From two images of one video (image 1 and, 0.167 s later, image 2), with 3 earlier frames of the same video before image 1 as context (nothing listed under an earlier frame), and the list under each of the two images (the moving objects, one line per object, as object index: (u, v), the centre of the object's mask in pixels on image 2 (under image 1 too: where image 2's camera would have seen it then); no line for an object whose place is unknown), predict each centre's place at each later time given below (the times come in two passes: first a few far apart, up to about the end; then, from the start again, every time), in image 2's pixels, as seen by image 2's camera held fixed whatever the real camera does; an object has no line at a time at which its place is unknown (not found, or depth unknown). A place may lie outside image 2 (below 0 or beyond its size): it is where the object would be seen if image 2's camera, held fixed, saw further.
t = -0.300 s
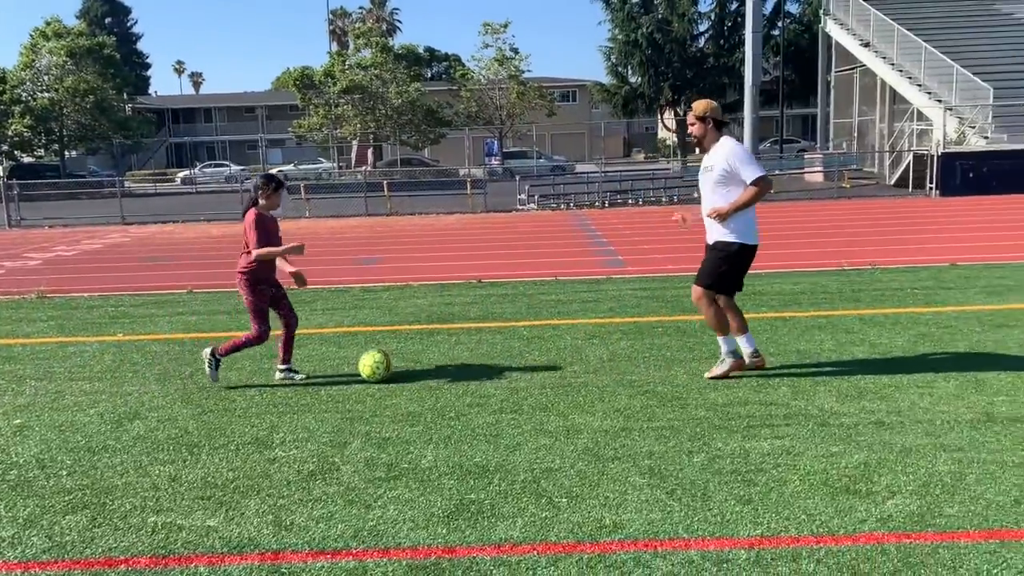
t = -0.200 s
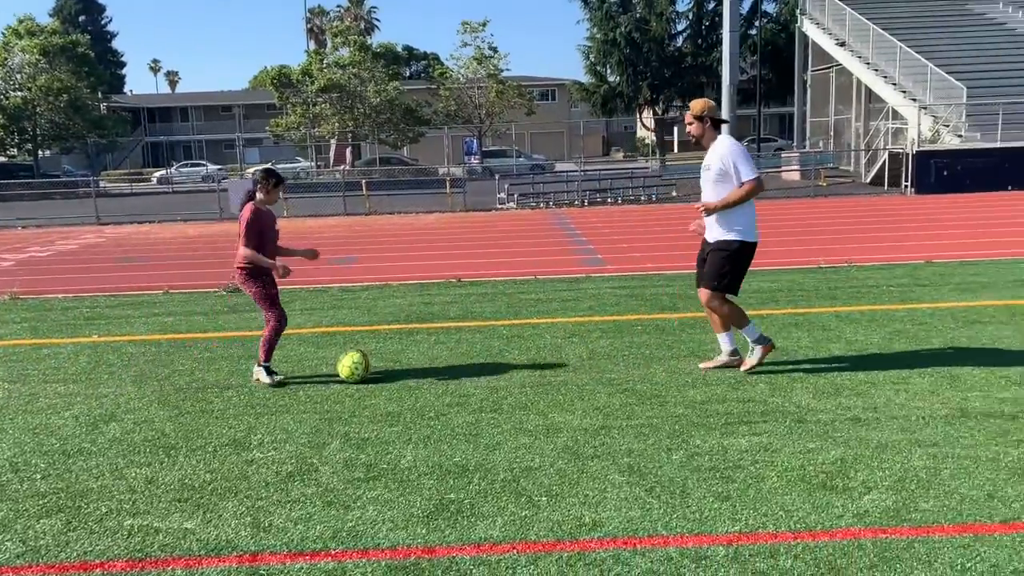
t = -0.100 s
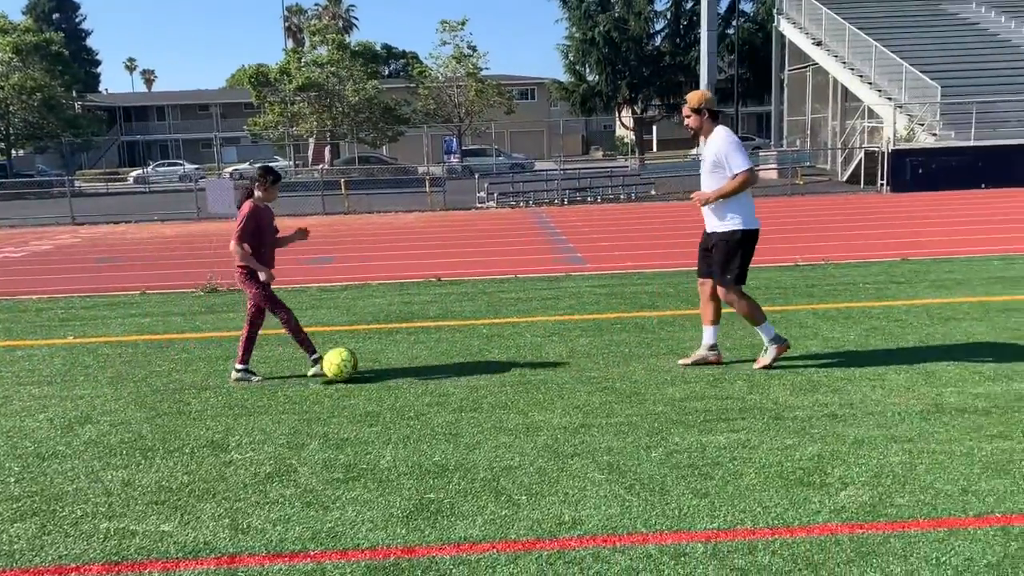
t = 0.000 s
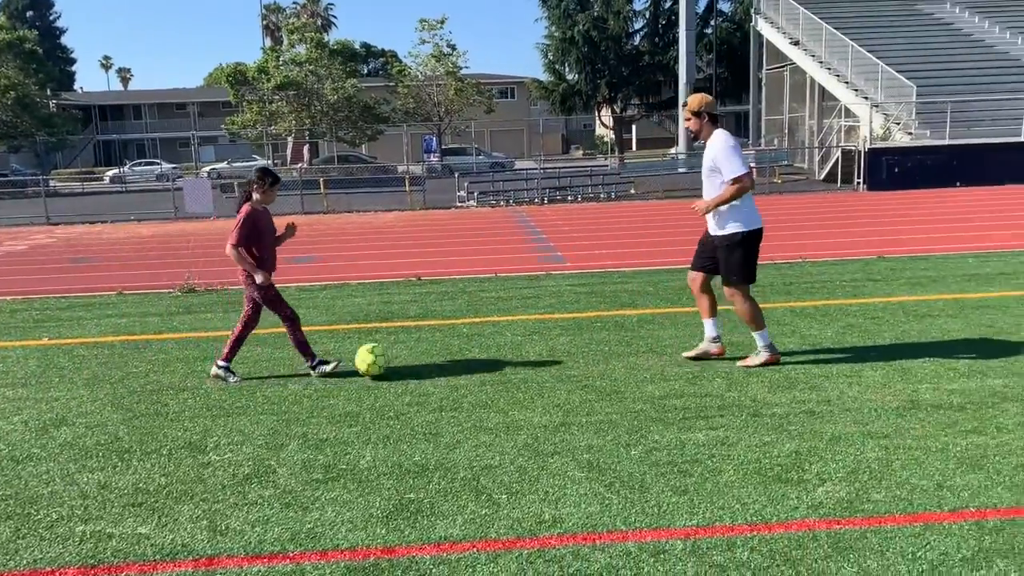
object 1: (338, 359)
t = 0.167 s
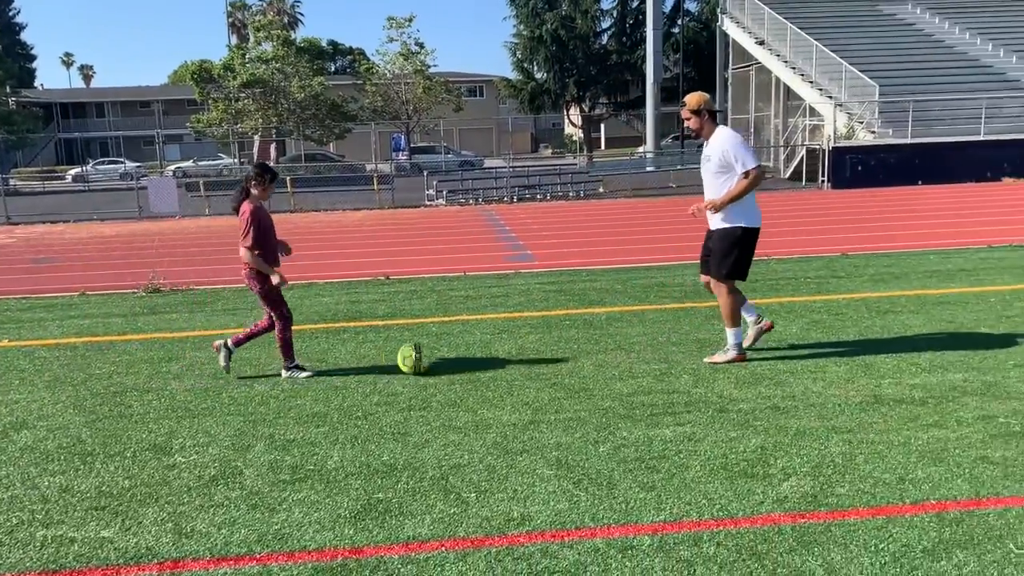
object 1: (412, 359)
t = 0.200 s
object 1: (425, 357)
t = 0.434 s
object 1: (495, 352)
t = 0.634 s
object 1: (547, 348)
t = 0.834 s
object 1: (597, 345)
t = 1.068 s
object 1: (650, 341)
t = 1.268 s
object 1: (692, 338)
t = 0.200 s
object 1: (425, 357)
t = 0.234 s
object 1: (436, 355)
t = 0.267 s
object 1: (447, 354)
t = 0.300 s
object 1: (457, 356)
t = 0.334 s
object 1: (467, 355)
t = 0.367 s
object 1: (476, 352)
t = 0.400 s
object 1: (486, 354)
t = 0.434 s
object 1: (495, 352)
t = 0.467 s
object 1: (503, 351)
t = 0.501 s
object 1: (512, 352)
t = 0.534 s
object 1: (522, 350)
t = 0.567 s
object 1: (530, 349)
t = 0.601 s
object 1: (539, 349)
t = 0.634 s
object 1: (547, 348)
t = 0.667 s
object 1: (555, 348)
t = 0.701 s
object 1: (563, 348)
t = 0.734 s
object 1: (572, 347)
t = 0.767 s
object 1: (580, 347)
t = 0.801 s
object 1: (589, 346)
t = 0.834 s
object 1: (597, 345)
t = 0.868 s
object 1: (603, 346)
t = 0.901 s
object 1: (609, 345)
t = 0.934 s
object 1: (619, 343)
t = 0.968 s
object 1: (628, 342)
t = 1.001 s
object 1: (635, 342)
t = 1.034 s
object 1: (643, 341)
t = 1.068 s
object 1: (650, 341)
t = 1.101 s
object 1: (657, 341)
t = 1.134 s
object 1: (663, 340)
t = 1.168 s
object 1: (670, 339)
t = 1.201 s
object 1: (677, 339)
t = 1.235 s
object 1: (685, 338)
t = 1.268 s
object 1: (692, 338)
